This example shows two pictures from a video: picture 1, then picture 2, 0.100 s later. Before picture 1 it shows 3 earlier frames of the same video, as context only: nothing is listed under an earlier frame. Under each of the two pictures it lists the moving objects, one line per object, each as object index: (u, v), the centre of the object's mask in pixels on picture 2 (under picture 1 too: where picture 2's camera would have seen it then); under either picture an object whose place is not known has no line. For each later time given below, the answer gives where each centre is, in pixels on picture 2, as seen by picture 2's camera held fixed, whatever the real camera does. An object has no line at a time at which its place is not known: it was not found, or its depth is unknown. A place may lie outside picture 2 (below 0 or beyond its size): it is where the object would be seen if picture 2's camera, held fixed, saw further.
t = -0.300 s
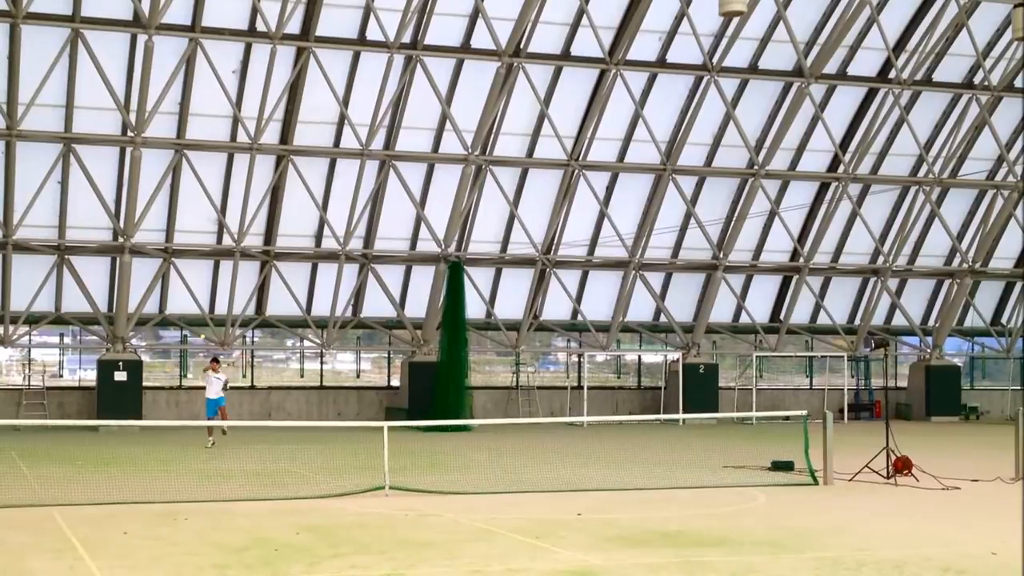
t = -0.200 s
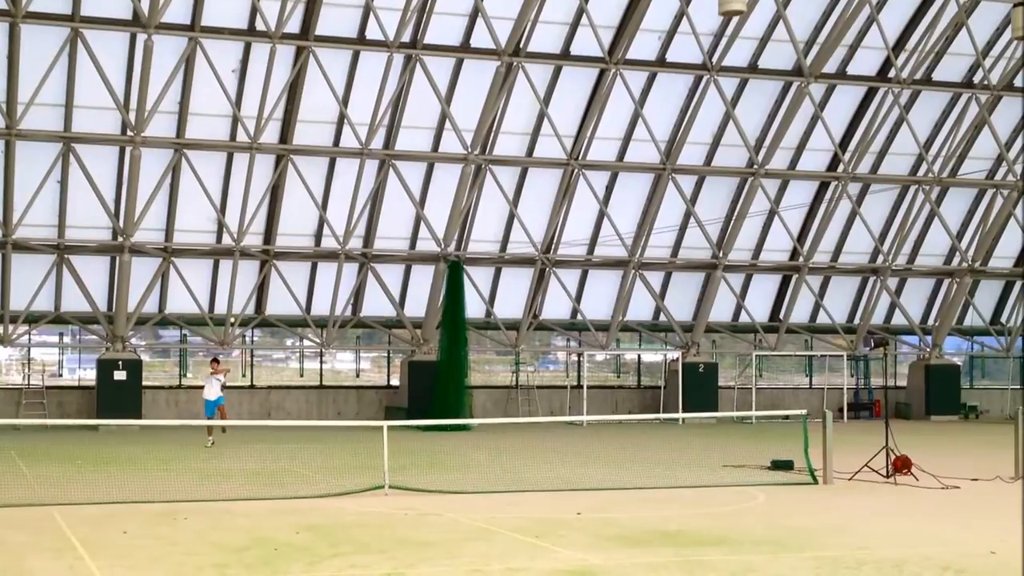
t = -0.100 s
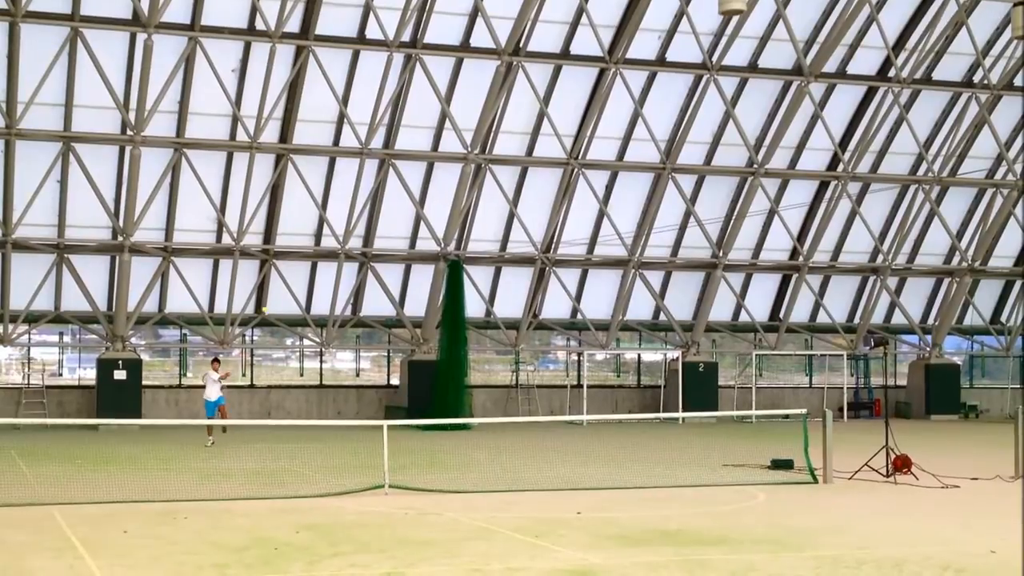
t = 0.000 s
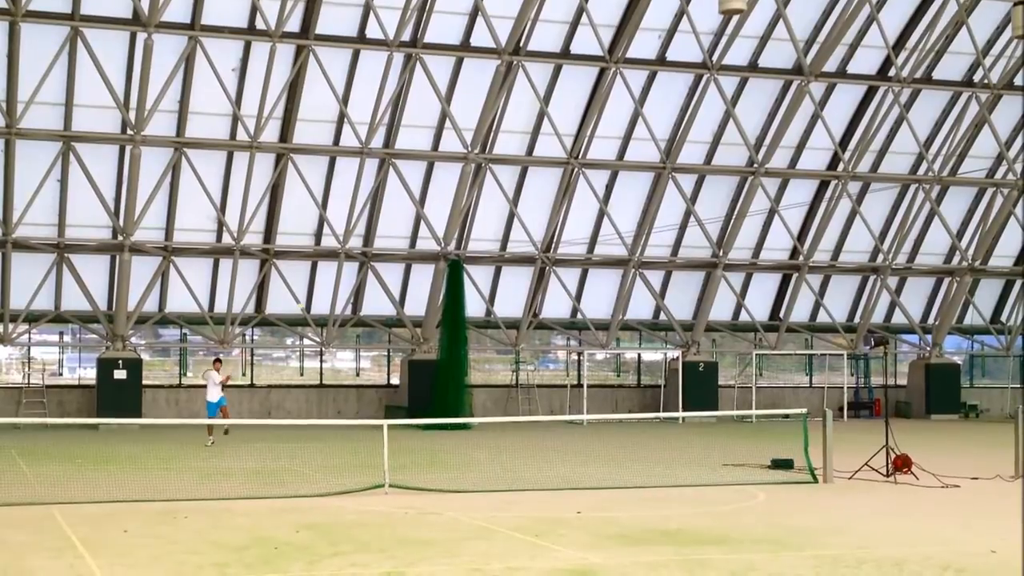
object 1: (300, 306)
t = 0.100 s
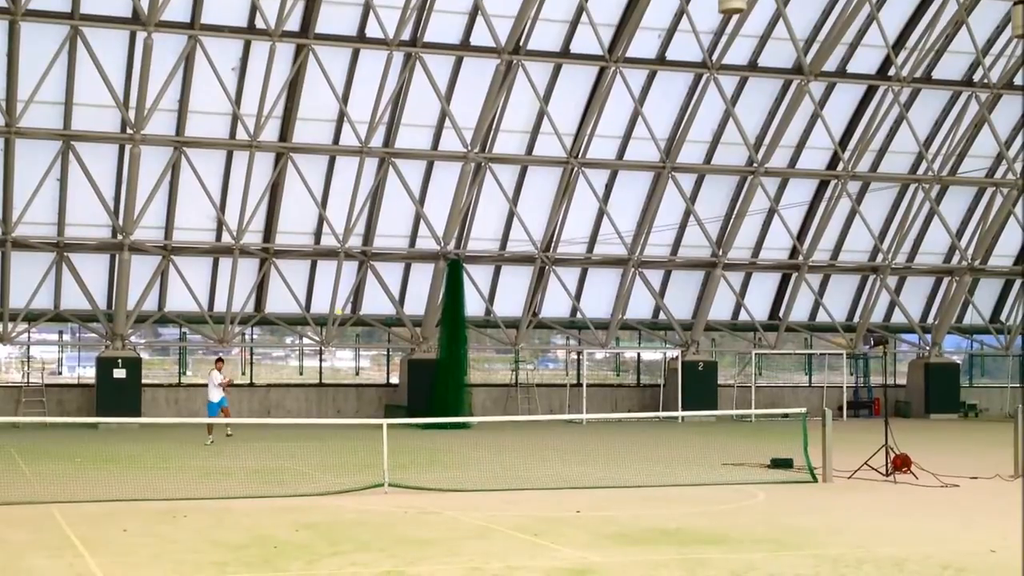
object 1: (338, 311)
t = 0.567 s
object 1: (615, 571)
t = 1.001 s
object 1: (1003, 403)
